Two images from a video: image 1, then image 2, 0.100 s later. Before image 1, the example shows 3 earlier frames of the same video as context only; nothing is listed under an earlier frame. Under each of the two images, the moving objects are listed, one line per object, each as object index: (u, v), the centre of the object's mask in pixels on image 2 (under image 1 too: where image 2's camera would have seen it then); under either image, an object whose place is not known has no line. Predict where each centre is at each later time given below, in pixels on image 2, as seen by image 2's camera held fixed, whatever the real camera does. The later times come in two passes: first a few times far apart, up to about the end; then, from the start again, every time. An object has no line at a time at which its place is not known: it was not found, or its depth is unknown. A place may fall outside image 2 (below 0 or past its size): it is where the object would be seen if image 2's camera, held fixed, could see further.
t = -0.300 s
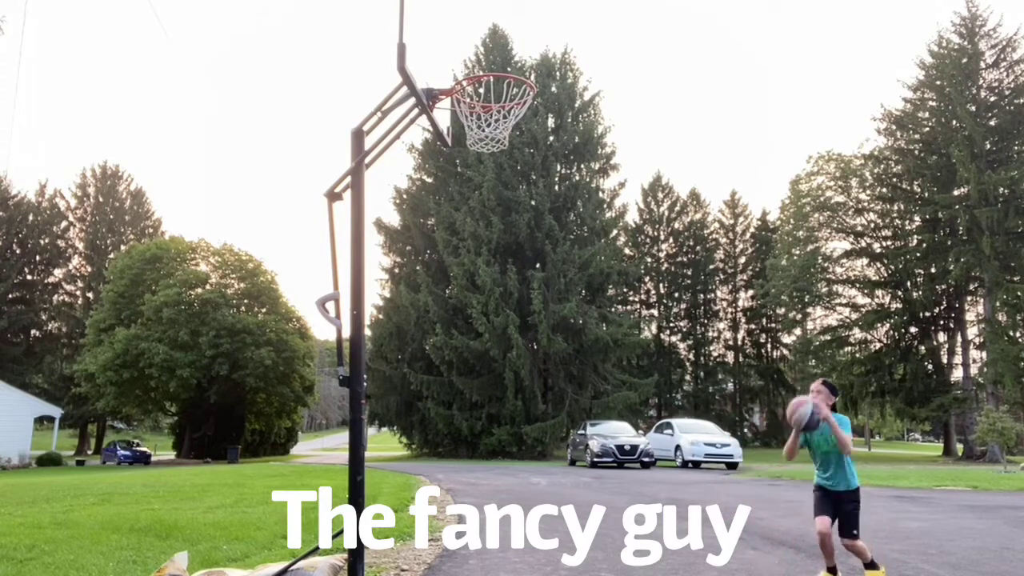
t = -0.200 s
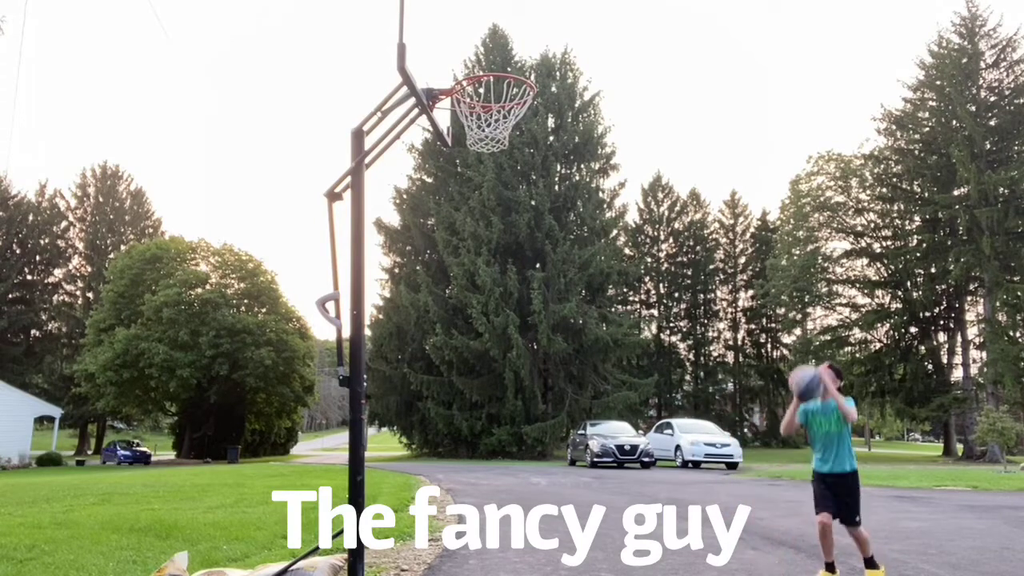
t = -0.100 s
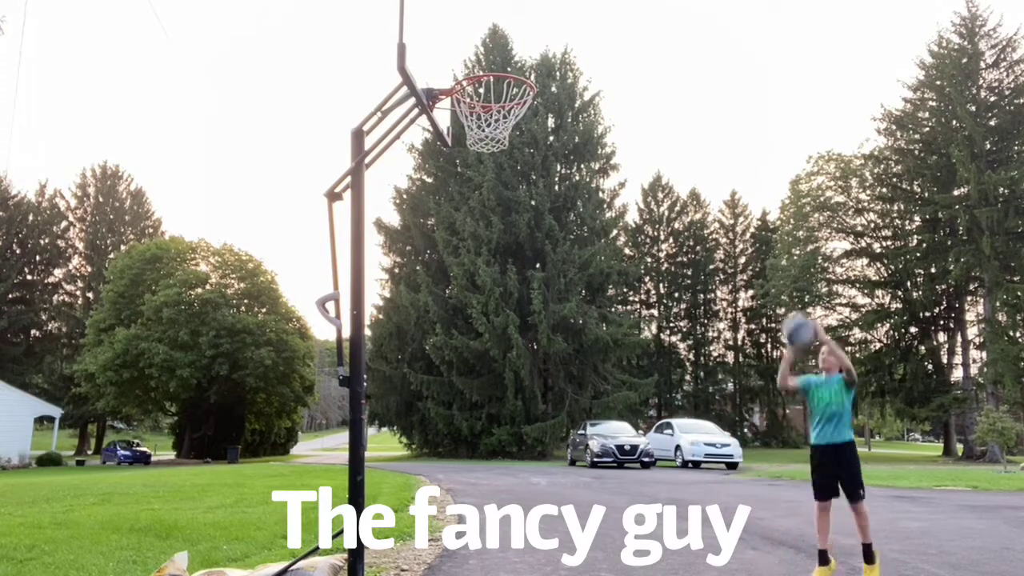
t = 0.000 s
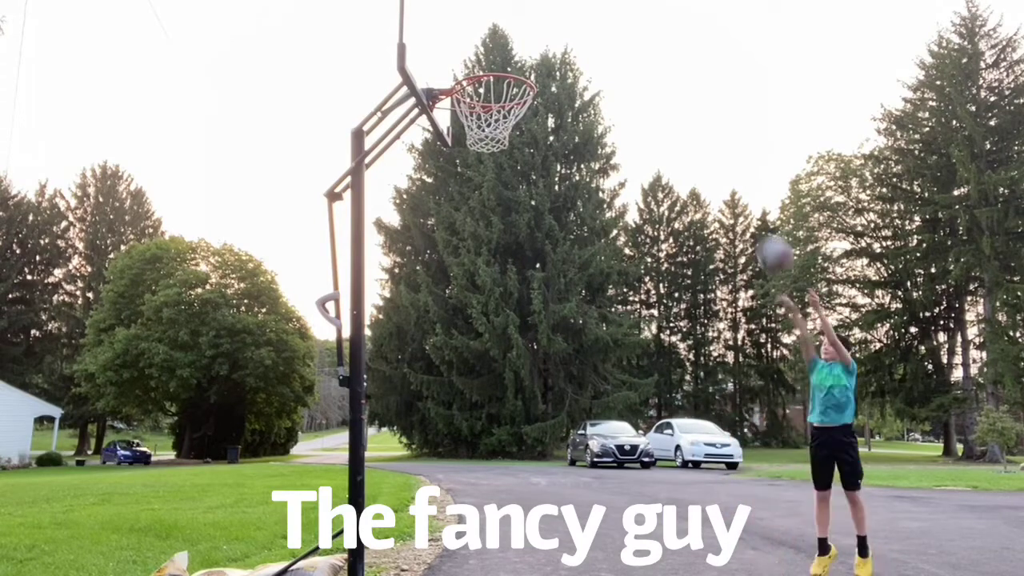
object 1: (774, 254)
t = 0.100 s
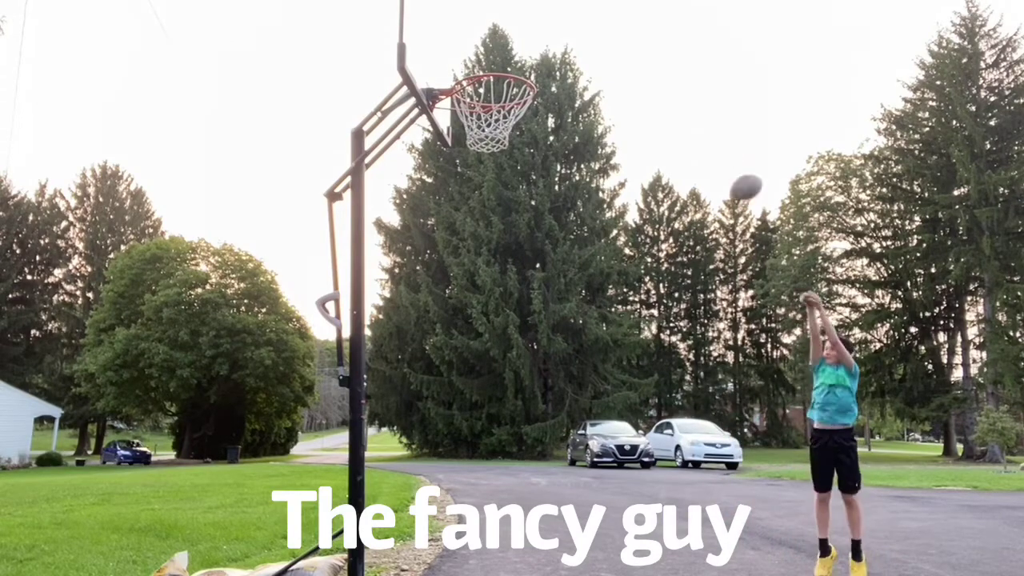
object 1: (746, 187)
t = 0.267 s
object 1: (699, 99)
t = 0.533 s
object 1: (618, 31)
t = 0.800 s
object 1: (528, 63)
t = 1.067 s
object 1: (465, 162)
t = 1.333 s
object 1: (448, 323)
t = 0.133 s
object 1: (737, 166)
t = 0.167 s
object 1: (727, 147)
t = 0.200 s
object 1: (718, 130)
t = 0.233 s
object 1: (708, 114)
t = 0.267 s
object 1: (699, 99)
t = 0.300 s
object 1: (689, 85)
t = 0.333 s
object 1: (679, 73)
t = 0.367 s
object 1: (670, 63)
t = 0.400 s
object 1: (660, 54)
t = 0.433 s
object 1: (650, 46)
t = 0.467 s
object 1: (639, 39)
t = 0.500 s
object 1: (629, 35)
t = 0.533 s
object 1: (618, 31)
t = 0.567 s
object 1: (608, 29)
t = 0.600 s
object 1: (597, 29)
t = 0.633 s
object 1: (586, 31)
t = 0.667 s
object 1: (575, 34)
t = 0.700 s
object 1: (563, 39)
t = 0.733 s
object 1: (551, 45)
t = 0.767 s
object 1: (539, 55)
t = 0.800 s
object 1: (528, 63)
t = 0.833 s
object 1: (517, 68)
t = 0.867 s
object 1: (502, 88)
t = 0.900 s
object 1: (489, 103)
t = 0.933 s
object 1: (475, 123)
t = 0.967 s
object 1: (469, 131)
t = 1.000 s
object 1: (468, 139)
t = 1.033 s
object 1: (467, 150)
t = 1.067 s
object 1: (465, 162)
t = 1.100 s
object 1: (462, 176)
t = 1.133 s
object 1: (461, 193)
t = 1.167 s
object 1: (459, 208)
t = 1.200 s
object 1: (456, 226)
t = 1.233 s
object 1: (455, 248)
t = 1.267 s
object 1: (453, 272)
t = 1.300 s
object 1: (450, 298)
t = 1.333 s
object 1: (448, 323)
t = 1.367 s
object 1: (446, 352)
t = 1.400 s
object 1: (443, 384)
